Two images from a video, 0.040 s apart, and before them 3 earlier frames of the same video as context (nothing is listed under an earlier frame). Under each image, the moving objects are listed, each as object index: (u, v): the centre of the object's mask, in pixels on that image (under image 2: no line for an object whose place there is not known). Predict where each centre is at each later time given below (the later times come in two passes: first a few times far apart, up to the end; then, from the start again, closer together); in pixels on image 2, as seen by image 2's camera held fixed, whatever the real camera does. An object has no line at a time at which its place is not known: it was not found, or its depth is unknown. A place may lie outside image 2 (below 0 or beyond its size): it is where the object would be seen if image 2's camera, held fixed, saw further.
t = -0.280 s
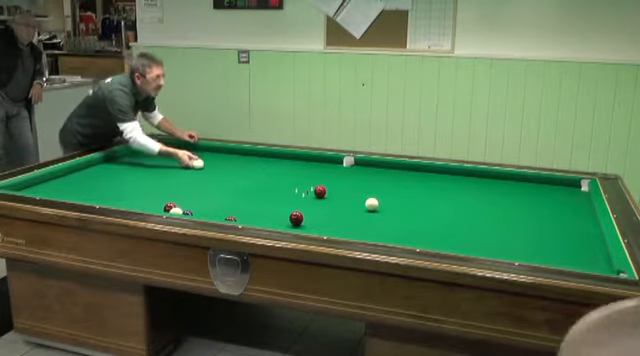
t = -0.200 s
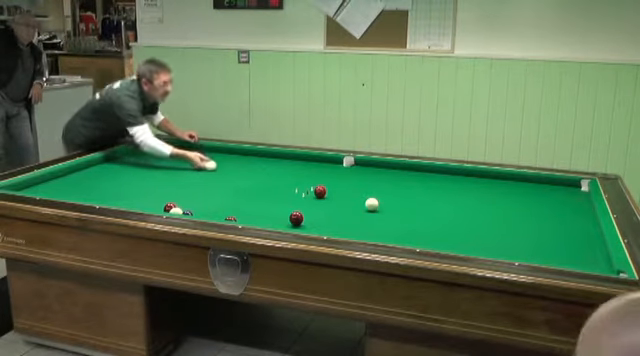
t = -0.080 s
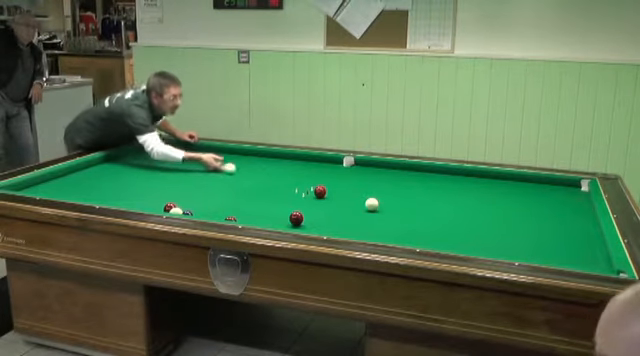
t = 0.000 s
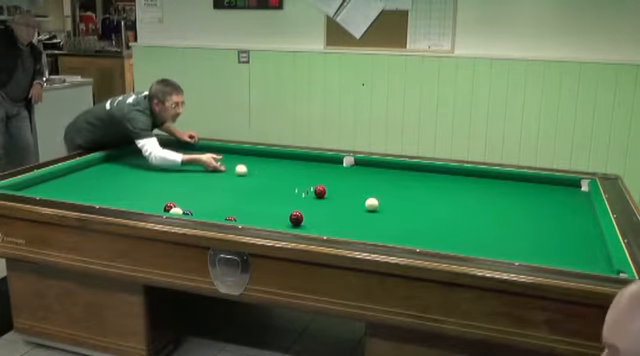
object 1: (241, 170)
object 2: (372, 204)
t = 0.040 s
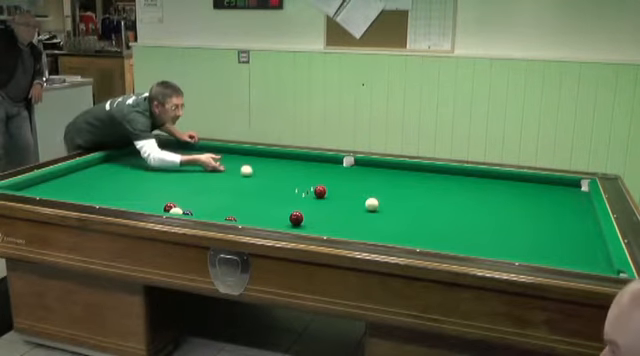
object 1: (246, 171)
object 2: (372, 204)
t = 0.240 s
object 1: (273, 174)
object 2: (372, 204)
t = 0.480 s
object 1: (305, 178)
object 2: (372, 204)
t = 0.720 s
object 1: (340, 184)
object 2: (372, 204)
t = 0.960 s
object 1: (375, 188)
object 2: (372, 204)
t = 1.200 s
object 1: (412, 193)
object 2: (372, 204)
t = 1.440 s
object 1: (449, 199)
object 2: (372, 204)
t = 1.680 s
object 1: (487, 204)
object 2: (372, 204)
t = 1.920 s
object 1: (526, 210)
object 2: (372, 204)
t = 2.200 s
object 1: (572, 217)
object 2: (372, 204)
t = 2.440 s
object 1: (578, 219)
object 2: (372, 204)
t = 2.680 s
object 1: (555, 217)
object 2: (372, 204)
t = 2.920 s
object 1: (534, 215)
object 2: (372, 204)
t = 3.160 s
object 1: (512, 214)
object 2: (372, 204)
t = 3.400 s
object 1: (491, 212)
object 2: (372, 204)
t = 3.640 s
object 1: (471, 210)
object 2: (372, 204)
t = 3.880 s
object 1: (451, 209)
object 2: (372, 204)
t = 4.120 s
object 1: (432, 207)
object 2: (372, 204)
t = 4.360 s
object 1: (413, 206)
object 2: (372, 204)
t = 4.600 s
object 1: (396, 204)
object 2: (372, 204)
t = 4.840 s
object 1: (382, 203)
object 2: (369, 205)
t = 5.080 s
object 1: (374, 201)
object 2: (360, 205)
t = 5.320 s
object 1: (366, 199)
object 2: (352, 206)
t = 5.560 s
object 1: (360, 196)
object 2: (344, 207)
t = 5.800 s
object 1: (354, 195)
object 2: (337, 208)
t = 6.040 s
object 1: (348, 193)
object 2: (330, 208)
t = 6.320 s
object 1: (342, 192)
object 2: (322, 209)
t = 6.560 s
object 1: (337, 190)
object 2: (317, 210)
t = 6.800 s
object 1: (333, 189)
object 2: (311, 210)
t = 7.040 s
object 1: (330, 187)
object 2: (306, 210)
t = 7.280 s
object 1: (327, 186)
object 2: (302, 210)
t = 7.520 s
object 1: (323, 184)
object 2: (298, 208)
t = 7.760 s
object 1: (320, 182)
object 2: (294, 208)
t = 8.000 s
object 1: (316, 182)
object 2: (290, 210)
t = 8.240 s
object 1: (315, 182)
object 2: (288, 210)
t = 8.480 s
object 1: (312, 182)
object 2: (286, 211)
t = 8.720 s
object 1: (311, 182)
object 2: (285, 211)
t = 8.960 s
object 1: (310, 182)
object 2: (284, 211)
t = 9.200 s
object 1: (310, 181)
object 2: (284, 212)
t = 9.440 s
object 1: (309, 181)
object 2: (284, 212)
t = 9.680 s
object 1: (309, 181)
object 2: (284, 212)
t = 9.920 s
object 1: (309, 181)
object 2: (284, 212)
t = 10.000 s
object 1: (309, 181)
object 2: (284, 211)
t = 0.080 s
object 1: (251, 171)
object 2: (372, 204)
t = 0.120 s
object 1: (256, 172)
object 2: (372, 204)
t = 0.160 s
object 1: (262, 173)
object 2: (372, 204)
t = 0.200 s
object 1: (267, 173)
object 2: (372, 204)
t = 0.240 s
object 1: (273, 174)
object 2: (372, 204)
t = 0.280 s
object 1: (278, 175)
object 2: (372, 204)
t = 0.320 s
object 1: (283, 176)
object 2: (372, 204)
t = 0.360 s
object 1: (288, 177)
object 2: (372, 204)
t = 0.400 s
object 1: (294, 177)
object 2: (372, 204)
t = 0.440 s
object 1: (300, 178)
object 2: (372, 204)
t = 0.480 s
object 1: (305, 178)
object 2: (372, 204)
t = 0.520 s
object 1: (311, 179)
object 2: (372, 204)
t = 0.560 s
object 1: (316, 180)
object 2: (372, 204)
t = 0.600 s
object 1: (322, 180)
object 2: (372, 204)
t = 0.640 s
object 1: (328, 182)
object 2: (372, 204)
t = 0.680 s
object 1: (334, 183)
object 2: (372, 204)
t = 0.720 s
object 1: (340, 184)
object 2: (372, 204)
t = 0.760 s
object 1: (346, 184)
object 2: (372, 204)
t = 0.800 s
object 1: (351, 185)
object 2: (372, 204)
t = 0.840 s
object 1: (357, 186)
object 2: (372, 204)
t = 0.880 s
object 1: (363, 187)
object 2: (372, 204)
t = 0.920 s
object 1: (369, 187)
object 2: (372, 204)
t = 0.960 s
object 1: (375, 188)
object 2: (372, 204)
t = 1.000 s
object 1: (381, 189)
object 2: (372, 204)
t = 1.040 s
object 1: (387, 190)
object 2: (372, 204)
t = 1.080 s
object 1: (393, 191)
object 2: (372, 204)
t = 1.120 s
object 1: (399, 192)
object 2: (372, 204)
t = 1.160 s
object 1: (406, 193)
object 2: (372, 204)
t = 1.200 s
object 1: (412, 193)
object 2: (372, 204)
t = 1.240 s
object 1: (418, 194)
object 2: (372, 204)
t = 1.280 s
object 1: (424, 195)
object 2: (372, 204)
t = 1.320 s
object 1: (430, 196)
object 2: (372, 204)
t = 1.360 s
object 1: (436, 197)
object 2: (372, 204)
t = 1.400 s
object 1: (443, 198)
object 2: (372, 204)
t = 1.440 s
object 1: (449, 199)
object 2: (372, 204)
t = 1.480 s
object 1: (455, 199)
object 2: (372, 204)
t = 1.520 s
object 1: (461, 200)
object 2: (372, 204)
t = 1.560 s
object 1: (468, 201)
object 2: (372, 204)
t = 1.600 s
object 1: (474, 202)
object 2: (372, 204)
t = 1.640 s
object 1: (481, 204)
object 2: (372, 204)
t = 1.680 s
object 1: (487, 204)
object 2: (372, 204)
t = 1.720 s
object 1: (493, 206)
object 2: (372, 204)
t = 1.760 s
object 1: (500, 206)
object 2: (372, 204)
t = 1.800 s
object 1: (506, 207)
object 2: (372, 204)
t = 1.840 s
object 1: (513, 208)
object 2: (372, 204)
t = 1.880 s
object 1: (519, 209)
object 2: (372, 204)
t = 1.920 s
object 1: (526, 210)
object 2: (372, 204)
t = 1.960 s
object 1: (532, 211)
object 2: (372, 204)
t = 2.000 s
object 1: (539, 212)
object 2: (372, 204)
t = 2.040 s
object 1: (545, 213)
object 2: (372, 204)
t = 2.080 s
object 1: (551, 214)
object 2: (372, 204)
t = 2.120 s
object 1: (558, 215)
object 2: (372, 204)
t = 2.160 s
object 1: (565, 216)
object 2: (372, 204)
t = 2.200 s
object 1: (572, 217)
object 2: (372, 204)
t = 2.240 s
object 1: (578, 218)
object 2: (372, 204)
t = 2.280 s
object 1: (585, 219)
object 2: (372, 204)
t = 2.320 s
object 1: (591, 220)
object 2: (372, 204)
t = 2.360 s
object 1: (587, 220)
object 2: (372, 204)
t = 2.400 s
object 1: (583, 219)
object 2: (372, 204)
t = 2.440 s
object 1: (578, 219)
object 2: (372, 204)
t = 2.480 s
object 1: (575, 219)
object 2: (372, 204)
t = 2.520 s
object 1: (571, 218)
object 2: (372, 204)
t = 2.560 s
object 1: (567, 218)
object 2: (372, 204)
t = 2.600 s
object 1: (563, 218)
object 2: (372, 204)
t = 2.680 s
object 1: (555, 217)
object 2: (372, 204)
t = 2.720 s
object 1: (552, 217)
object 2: (372, 204)
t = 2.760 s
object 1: (548, 217)
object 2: (372, 204)
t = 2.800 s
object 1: (545, 216)
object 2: (372, 204)
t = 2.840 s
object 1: (541, 216)
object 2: (372, 204)
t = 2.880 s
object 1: (537, 215)
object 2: (372, 204)
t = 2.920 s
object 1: (534, 215)
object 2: (372, 204)
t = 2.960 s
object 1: (530, 215)
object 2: (372, 204)
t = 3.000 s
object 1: (526, 215)
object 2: (372, 204)
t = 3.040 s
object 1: (523, 214)
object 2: (372, 204)
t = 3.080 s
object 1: (519, 214)
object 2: (372, 204)
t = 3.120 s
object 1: (516, 214)
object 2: (372, 204)
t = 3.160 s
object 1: (512, 214)
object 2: (372, 204)
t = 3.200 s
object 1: (508, 213)
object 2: (372, 204)
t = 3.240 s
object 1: (505, 213)
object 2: (372, 204)
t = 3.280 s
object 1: (501, 213)
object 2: (372, 204)
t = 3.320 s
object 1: (498, 212)
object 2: (372, 204)
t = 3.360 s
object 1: (494, 212)
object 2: (372, 204)
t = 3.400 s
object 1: (491, 212)
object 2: (372, 204)
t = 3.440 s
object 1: (487, 211)
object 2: (372, 204)
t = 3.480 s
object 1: (484, 211)
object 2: (372, 204)
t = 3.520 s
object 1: (481, 211)
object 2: (372, 204)
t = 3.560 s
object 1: (477, 211)
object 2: (372, 204)
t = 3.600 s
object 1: (474, 211)
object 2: (372, 204)
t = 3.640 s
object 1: (471, 210)
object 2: (372, 204)
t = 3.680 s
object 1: (467, 210)
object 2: (372, 204)
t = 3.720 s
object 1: (464, 210)
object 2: (372, 204)
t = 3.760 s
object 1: (461, 210)
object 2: (372, 204)
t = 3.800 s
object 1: (457, 209)
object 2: (372, 204)
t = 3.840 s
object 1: (454, 209)
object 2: (372, 204)
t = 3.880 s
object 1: (451, 209)
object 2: (372, 204)
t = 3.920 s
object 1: (448, 209)
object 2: (372, 204)
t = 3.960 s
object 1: (444, 208)
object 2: (372, 204)
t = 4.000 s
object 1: (442, 208)
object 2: (372, 204)
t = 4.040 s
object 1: (438, 208)
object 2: (372, 204)
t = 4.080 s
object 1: (435, 207)
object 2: (372, 204)
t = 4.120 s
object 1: (432, 207)
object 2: (372, 204)
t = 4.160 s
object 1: (429, 207)
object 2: (372, 204)
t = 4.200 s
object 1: (426, 207)
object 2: (372, 204)
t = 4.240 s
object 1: (422, 206)
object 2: (372, 204)
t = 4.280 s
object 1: (419, 206)
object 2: (372, 204)
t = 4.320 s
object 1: (416, 206)
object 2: (372, 204)
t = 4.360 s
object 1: (413, 206)
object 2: (372, 204)
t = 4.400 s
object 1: (410, 206)
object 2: (372, 204)
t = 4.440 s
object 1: (407, 205)
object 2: (371, 204)
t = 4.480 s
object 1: (404, 205)
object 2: (372, 204)
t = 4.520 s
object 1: (401, 205)
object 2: (372, 204)
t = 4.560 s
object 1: (399, 205)
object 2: (372, 204)
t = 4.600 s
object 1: (396, 204)
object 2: (372, 204)
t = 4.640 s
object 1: (393, 204)
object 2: (372, 204)
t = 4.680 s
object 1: (390, 204)
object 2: (372, 204)
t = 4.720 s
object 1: (387, 203)
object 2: (371, 204)
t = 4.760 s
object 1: (384, 203)
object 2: (372, 204)
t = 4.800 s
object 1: (383, 203)
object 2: (370, 204)
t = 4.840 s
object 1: (382, 203)
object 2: (369, 205)
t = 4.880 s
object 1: (380, 202)
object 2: (367, 205)
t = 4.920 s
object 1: (379, 202)
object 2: (366, 205)
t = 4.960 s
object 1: (377, 201)
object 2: (364, 205)
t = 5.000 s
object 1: (376, 201)
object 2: (363, 205)
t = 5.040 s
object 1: (375, 201)
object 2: (361, 205)
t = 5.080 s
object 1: (374, 201)
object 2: (360, 205)
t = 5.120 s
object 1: (372, 200)
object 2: (359, 206)
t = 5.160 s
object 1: (371, 200)
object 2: (357, 206)
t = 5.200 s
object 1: (370, 200)
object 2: (356, 206)
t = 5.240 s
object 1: (369, 199)
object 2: (355, 206)
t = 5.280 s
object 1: (368, 199)
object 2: (353, 206)
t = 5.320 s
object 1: (366, 199)
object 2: (352, 206)
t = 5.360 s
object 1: (365, 198)
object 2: (351, 206)
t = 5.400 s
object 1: (364, 198)
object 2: (350, 206)
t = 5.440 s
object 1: (363, 197)
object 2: (348, 207)
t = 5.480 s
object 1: (362, 197)
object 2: (347, 207)
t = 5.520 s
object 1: (361, 197)
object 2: (346, 207)
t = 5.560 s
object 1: (360, 196)
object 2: (344, 207)
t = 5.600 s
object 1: (359, 196)
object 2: (343, 207)
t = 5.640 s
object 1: (358, 196)
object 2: (342, 207)
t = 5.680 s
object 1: (357, 196)
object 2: (340, 208)
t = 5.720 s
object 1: (356, 195)
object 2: (339, 207)
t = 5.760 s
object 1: (355, 195)
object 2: (338, 208)
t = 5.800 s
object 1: (354, 195)
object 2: (337, 208)
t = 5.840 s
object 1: (353, 195)
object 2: (336, 208)
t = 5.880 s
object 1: (352, 194)
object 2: (335, 208)
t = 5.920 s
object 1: (351, 194)
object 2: (333, 208)
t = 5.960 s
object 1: (350, 194)
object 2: (332, 208)
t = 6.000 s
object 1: (349, 194)
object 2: (331, 208)
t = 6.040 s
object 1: (348, 193)
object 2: (330, 208)
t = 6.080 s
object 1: (347, 193)
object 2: (329, 208)
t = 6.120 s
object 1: (347, 193)
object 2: (328, 208)
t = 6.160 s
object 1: (346, 192)
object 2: (327, 209)
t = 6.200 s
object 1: (345, 192)
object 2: (326, 209)
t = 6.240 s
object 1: (344, 192)
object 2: (325, 209)
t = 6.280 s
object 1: (343, 192)
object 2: (323, 209)
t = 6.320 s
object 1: (342, 192)
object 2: (322, 209)
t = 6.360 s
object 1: (342, 191)
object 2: (321, 209)
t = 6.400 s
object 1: (341, 191)
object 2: (320, 209)
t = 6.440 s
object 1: (340, 191)
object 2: (319, 209)
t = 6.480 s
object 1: (339, 190)
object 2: (319, 209)
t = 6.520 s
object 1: (338, 190)
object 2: (318, 210)
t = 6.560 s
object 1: (337, 190)
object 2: (317, 210)
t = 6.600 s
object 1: (337, 190)
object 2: (316, 210)
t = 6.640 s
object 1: (336, 190)
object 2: (315, 210)
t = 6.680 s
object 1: (335, 189)
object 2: (314, 210)
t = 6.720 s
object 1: (335, 189)
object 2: (313, 210)
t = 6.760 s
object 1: (334, 189)
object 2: (312, 210)
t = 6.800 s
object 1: (333, 189)
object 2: (311, 210)
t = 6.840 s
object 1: (332, 189)
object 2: (310, 210)
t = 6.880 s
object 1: (332, 188)
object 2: (309, 210)
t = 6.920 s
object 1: (331, 188)
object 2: (309, 210)
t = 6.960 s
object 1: (331, 188)
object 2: (308, 210)
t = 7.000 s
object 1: (330, 188)
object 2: (307, 210)
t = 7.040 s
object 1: (330, 187)
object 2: (306, 210)
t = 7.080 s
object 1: (329, 187)
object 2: (306, 210)
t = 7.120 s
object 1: (329, 187)
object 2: (305, 210)
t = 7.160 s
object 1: (328, 187)
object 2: (305, 210)
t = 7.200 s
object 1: (329, 186)
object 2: (304, 210)
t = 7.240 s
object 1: (327, 186)
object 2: (303, 210)
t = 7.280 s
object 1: (327, 186)
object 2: (302, 210)
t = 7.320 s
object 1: (326, 186)
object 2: (302, 210)
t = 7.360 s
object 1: (325, 185)
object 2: (301, 209)
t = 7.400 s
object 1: (325, 185)
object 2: (301, 209)
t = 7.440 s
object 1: (324, 184)
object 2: (299, 209)
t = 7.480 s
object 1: (324, 184)
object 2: (299, 209)
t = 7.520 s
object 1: (323, 184)
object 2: (298, 208)
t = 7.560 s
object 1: (322, 183)
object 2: (296, 208)
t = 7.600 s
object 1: (322, 183)
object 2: (296, 208)
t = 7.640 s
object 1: (321, 183)
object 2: (296, 208)
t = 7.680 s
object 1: (321, 183)
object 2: (295, 208)
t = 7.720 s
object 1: (320, 182)
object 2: (294, 208)
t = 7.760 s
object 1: (320, 182)
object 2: (294, 208)
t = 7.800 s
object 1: (319, 182)
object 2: (293, 208)
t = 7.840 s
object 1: (319, 182)
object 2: (293, 208)
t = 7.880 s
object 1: (318, 182)
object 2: (292, 209)
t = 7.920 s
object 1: (318, 182)
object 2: (291, 209)
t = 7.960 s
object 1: (317, 182)
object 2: (290, 209)
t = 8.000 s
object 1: (316, 182)
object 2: (290, 210)
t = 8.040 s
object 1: (316, 182)
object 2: (290, 210)
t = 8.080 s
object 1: (316, 182)
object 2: (289, 210)
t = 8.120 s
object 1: (315, 182)
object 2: (288, 210)
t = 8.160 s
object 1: (315, 182)
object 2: (288, 210)
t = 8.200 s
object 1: (315, 182)
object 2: (288, 210)
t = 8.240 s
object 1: (315, 182)
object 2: (288, 210)
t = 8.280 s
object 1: (314, 182)
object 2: (287, 210)
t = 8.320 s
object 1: (314, 182)
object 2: (287, 210)
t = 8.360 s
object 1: (314, 182)
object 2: (287, 211)
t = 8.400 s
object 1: (313, 182)
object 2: (287, 211)
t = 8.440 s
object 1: (313, 182)
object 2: (286, 211)
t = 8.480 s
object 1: (312, 182)
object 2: (286, 211)
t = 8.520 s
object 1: (312, 182)
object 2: (286, 211)
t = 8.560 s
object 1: (312, 182)
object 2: (286, 211)
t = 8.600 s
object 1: (312, 182)
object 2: (286, 211)
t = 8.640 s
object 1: (312, 182)
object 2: (285, 211)
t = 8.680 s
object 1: (311, 182)
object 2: (285, 211)
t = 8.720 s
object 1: (311, 182)
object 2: (285, 211)
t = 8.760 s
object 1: (311, 182)
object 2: (285, 211)
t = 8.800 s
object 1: (311, 182)
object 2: (285, 211)
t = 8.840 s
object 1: (311, 182)
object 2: (284, 211)
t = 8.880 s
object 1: (311, 182)
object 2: (284, 211)
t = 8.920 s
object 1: (310, 182)
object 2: (284, 211)
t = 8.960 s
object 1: (310, 182)
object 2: (284, 211)
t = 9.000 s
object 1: (310, 182)
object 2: (284, 212)
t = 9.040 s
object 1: (310, 182)
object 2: (284, 212)
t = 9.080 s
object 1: (310, 181)
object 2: (284, 212)
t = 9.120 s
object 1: (310, 181)
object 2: (284, 212)
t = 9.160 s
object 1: (310, 181)
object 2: (284, 212)
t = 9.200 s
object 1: (310, 181)
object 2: (284, 212)
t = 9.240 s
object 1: (309, 181)
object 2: (284, 212)
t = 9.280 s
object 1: (309, 181)
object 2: (284, 212)
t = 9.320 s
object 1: (309, 181)
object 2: (284, 212)
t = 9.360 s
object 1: (309, 181)
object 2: (284, 212)
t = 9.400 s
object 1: (309, 181)
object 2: (284, 212)
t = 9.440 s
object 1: (309, 181)
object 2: (284, 212)
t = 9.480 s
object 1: (309, 181)
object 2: (284, 212)
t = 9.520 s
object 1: (309, 181)
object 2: (284, 212)
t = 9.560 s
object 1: (309, 181)
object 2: (284, 212)
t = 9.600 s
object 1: (309, 181)
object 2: (284, 212)
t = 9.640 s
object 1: (309, 181)
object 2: (284, 212)
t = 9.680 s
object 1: (309, 181)
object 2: (284, 212)
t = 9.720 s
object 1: (309, 181)
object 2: (284, 212)
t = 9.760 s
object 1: (309, 181)
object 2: (284, 211)
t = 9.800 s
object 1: (309, 181)
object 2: (284, 211)
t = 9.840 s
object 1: (309, 181)
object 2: (284, 211)
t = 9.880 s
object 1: (309, 181)
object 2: (284, 211)
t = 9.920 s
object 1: (309, 181)
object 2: (284, 212)
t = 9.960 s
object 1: (309, 181)
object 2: (284, 211)
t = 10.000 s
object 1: (309, 181)
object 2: (284, 211)
